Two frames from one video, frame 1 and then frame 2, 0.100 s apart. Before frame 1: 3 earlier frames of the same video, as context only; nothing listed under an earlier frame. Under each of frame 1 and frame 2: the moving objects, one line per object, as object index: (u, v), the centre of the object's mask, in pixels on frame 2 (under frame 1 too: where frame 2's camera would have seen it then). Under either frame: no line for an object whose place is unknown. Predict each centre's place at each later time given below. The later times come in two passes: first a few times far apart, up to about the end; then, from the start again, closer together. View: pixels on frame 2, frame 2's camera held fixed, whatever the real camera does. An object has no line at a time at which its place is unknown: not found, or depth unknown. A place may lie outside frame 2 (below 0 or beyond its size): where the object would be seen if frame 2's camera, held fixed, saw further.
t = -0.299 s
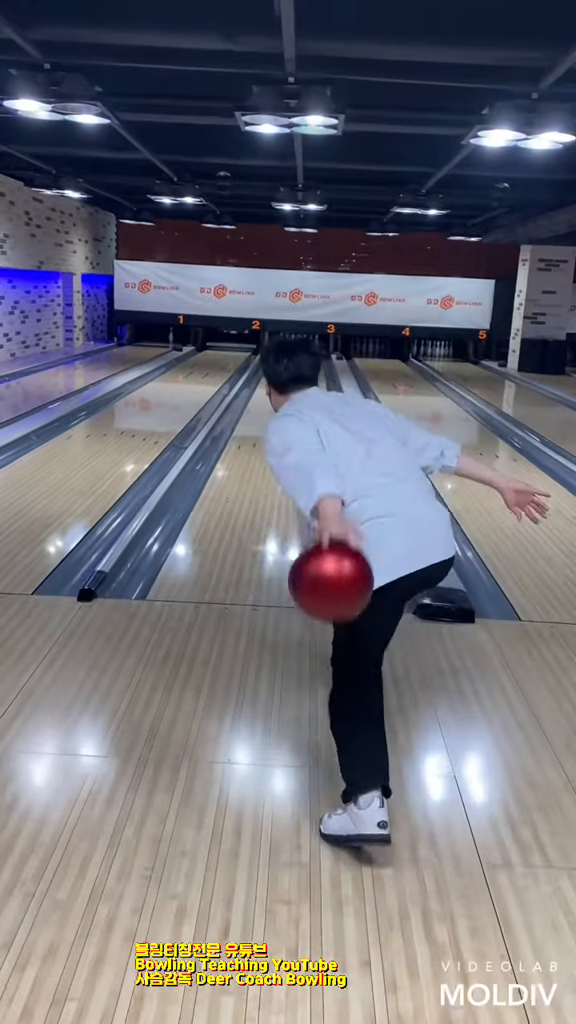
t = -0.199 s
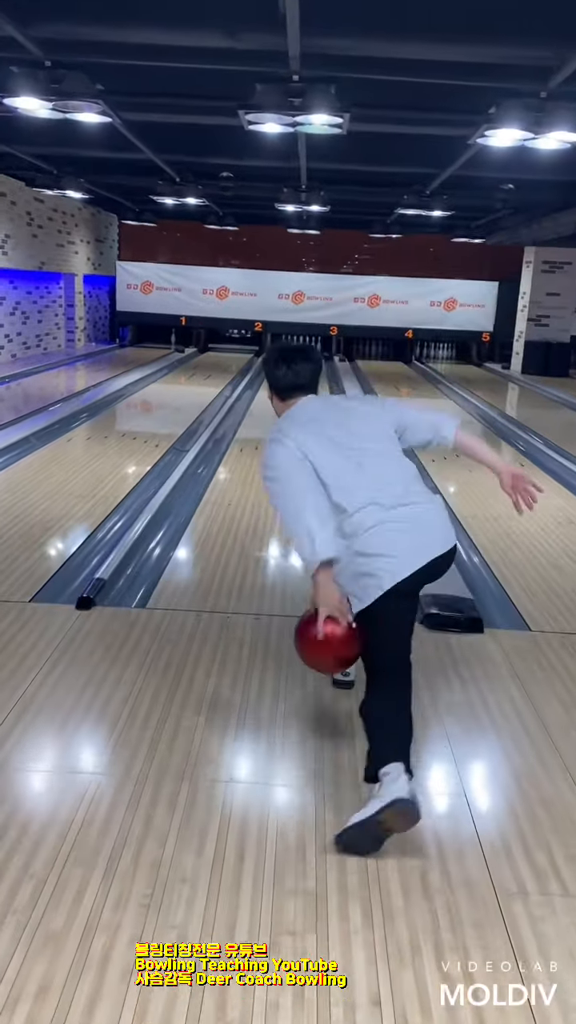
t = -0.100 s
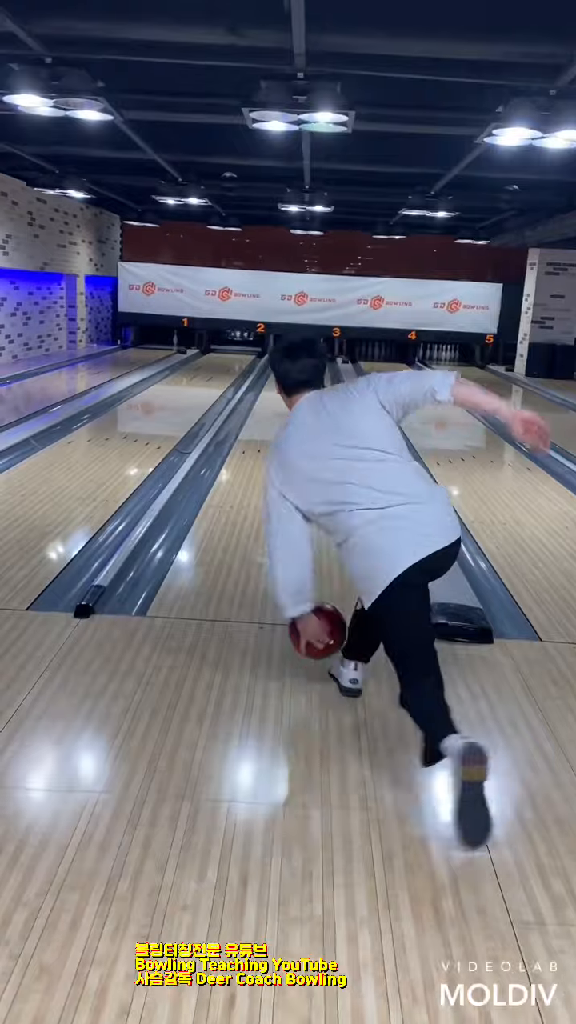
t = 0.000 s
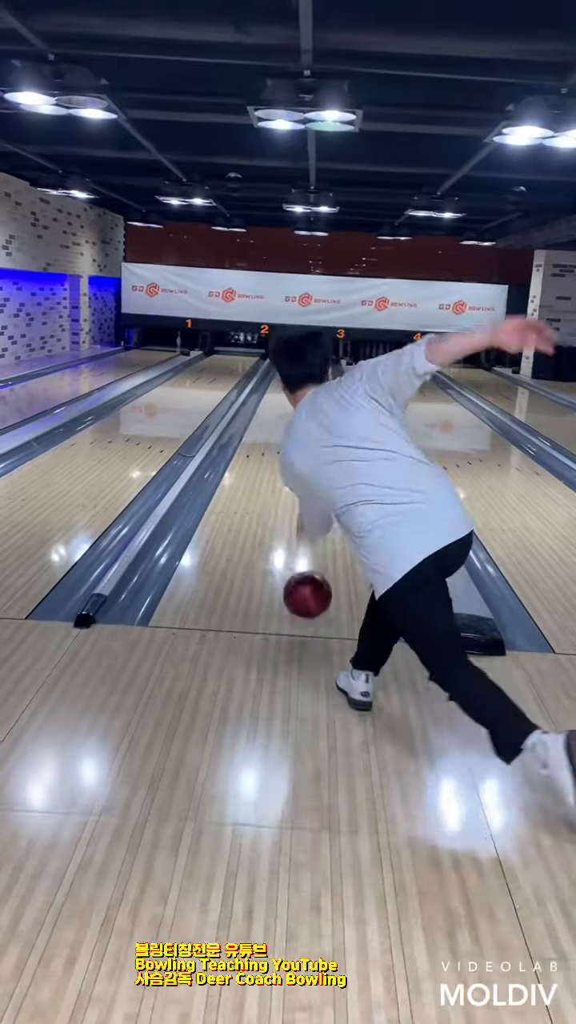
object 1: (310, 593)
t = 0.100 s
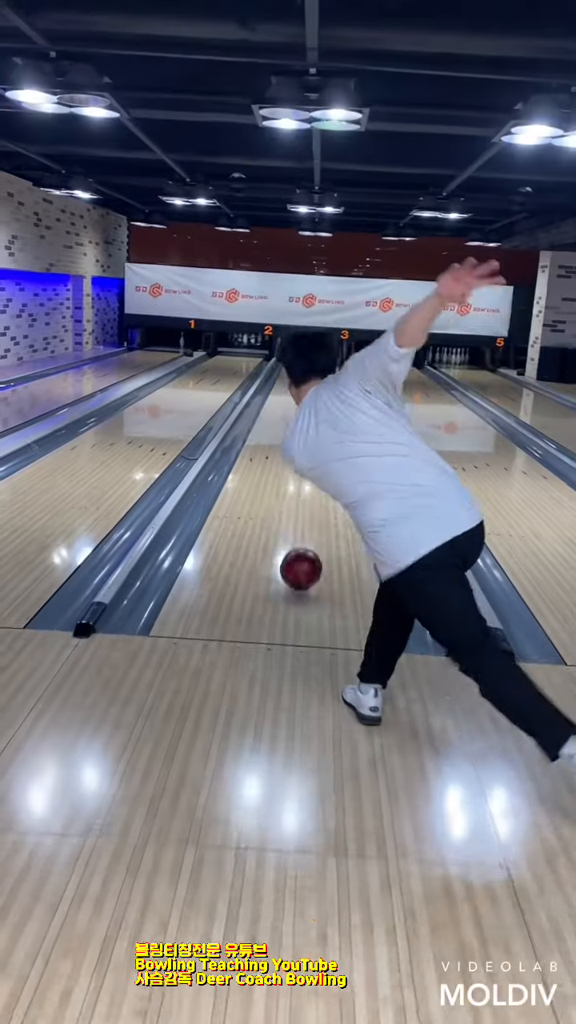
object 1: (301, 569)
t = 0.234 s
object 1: (292, 529)
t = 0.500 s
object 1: (274, 475)
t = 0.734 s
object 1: (276, 438)
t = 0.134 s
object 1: (298, 558)
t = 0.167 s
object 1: (296, 548)
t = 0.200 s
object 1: (294, 538)
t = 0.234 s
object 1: (292, 529)
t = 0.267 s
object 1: (290, 520)
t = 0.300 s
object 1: (288, 512)
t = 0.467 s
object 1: (278, 481)
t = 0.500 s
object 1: (274, 475)
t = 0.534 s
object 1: (271, 469)
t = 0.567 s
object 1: (272, 460)
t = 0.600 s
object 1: (275, 455)
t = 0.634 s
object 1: (276, 451)
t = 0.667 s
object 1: (277, 446)
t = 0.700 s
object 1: (277, 442)
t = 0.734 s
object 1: (276, 438)
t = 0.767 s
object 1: (276, 434)
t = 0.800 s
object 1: (276, 430)
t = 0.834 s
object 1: (276, 426)
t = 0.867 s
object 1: (276, 422)
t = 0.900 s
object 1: (275, 419)
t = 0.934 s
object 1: (275, 416)
